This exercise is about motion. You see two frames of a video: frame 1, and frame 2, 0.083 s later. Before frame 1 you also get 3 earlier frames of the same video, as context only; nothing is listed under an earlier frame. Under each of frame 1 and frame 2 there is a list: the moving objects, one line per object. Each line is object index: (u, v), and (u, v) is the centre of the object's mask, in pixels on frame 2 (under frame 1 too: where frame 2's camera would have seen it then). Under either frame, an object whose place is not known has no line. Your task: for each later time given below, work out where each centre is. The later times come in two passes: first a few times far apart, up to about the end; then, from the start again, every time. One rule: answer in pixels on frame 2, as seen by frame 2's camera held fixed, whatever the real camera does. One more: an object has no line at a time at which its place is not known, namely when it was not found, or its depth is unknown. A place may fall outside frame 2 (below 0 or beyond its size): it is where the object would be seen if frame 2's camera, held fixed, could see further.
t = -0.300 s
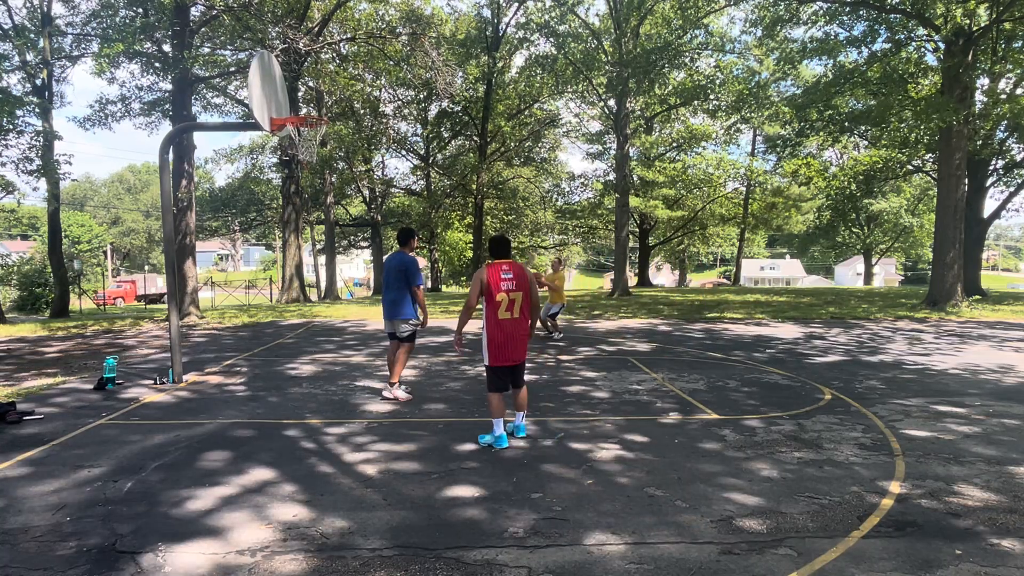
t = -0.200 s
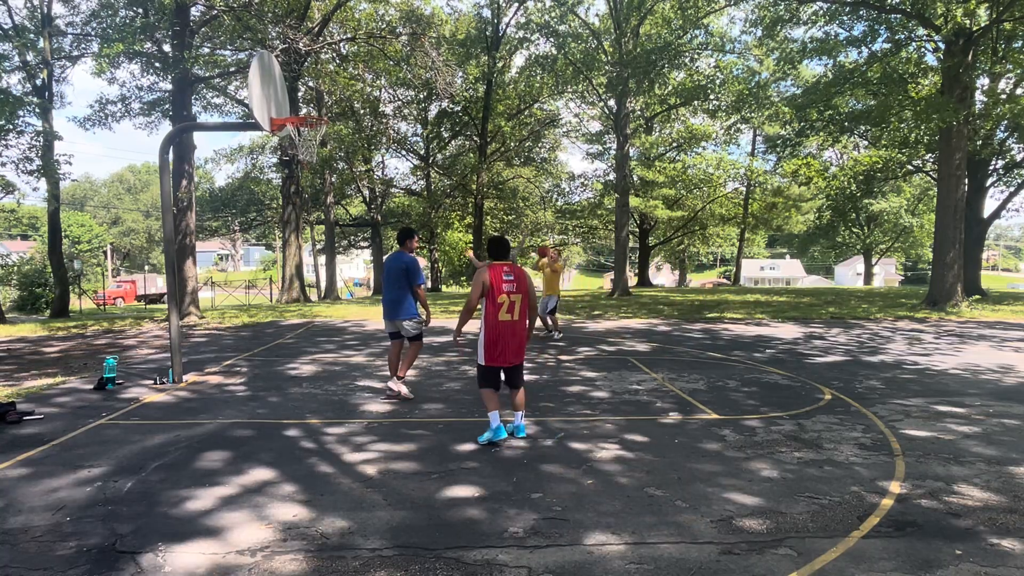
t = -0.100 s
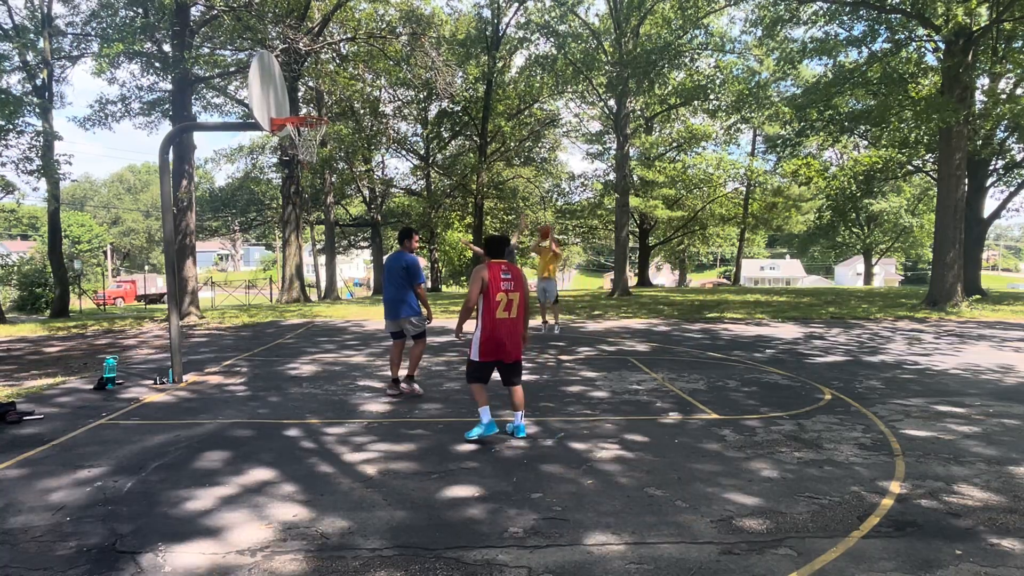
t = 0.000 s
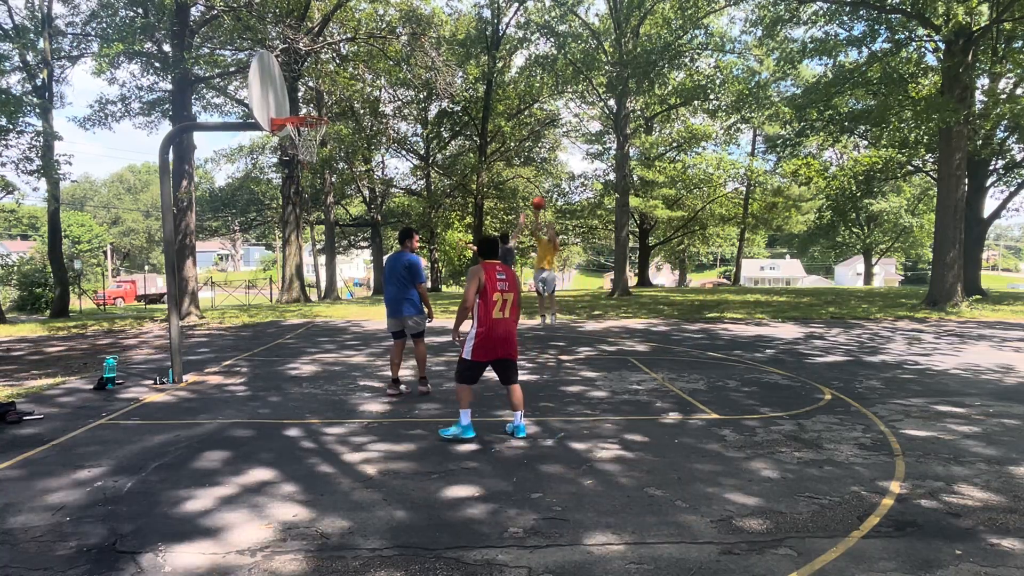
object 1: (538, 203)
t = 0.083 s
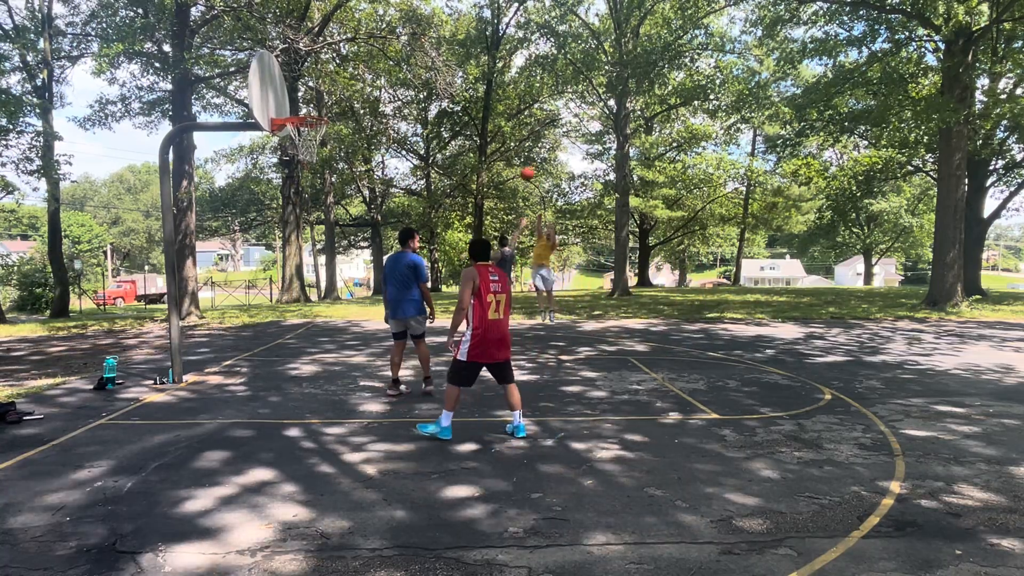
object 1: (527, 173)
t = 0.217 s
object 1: (508, 132)
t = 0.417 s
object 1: (477, 82)
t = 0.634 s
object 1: (439, 50)
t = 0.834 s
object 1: (400, 48)
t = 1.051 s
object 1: (353, 81)
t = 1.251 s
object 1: (325, 99)
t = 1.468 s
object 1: (319, 99)
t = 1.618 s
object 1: (316, 126)
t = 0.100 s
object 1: (525, 168)
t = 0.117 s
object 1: (522, 163)
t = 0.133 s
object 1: (519, 156)
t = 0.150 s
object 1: (518, 151)
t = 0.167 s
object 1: (515, 147)
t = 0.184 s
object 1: (513, 142)
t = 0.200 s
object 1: (511, 137)
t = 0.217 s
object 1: (508, 132)
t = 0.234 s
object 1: (506, 127)
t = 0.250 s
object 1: (503, 122)
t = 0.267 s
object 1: (501, 118)
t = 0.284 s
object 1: (498, 114)
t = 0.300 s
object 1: (496, 109)
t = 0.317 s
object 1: (493, 104)
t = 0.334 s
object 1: (491, 101)
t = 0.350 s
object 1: (488, 96)
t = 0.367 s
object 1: (485, 93)
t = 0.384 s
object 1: (483, 89)
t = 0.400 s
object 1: (480, 85)
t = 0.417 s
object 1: (477, 82)
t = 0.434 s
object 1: (475, 78)
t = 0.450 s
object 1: (471, 76)
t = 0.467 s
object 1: (469, 71)
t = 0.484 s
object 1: (466, 69)
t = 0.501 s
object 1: (463, 67)
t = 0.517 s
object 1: (460, 64)
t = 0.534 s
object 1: (457, 61)
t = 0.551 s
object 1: (454, 59)
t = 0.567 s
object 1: (451, 57)
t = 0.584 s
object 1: (449, 55)
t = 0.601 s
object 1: (446, 54)
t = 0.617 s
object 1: (442, 51)
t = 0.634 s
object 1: (439, 50)
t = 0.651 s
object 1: (436, 49)
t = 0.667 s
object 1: (434, 47)
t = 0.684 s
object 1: (430, 46)
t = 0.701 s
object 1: (427, 46)
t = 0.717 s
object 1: (423, 46)
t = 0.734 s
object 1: (419, 45)
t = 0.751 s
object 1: (417, 45)
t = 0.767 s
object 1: (414, 45)
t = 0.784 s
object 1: (410, 45)
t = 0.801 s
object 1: (407, 46)
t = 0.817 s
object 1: (403, 47)
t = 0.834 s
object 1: (400, 48)
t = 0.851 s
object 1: (396, 49)
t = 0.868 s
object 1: (392, 50)
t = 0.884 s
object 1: (390, 51)
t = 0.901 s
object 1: (386, 53)
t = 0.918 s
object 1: (383, 55)
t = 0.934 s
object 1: (379, 58)
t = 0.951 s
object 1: (375, 60)
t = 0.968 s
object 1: (371, 63)
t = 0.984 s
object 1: (368, 66)
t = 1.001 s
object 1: (364, 69)
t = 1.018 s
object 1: (360, 73)
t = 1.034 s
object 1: (357, 77)
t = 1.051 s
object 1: (353, 81)
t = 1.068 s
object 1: (349, 85)
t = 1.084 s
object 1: (345, 90)
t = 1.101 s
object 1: (341, 95)
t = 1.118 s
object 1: (336, 101)
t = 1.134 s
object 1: (332, 106)
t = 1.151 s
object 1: (328, 111)
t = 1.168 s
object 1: (328, 110)
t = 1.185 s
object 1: (327, 108)
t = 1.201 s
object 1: (327, 106)
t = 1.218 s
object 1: (326, 102)
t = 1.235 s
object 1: (326, 101)
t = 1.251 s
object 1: (325, 99)
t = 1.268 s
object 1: (325, 98)
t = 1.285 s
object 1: (325, 97)
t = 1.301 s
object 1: (324, 96)
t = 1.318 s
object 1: (323, 95)
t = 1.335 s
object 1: (323, 95)
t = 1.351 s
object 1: (322, 95)
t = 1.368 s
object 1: (322, 95)
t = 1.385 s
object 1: (322, 95)
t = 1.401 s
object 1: (322, 95)
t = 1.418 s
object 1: (321, 95)
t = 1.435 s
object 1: (321, 96)
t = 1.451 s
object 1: (320, 98)
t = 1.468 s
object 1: (319, 99)
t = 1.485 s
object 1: (319, 101)
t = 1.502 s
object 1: (319, 103)
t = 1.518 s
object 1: (318, 106)
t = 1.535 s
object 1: (318, 108)
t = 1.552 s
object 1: (318, 111)
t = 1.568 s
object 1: (317, 114)
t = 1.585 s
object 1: (317, 118)
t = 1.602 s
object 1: (317, 122)
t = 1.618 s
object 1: (316, 126)
